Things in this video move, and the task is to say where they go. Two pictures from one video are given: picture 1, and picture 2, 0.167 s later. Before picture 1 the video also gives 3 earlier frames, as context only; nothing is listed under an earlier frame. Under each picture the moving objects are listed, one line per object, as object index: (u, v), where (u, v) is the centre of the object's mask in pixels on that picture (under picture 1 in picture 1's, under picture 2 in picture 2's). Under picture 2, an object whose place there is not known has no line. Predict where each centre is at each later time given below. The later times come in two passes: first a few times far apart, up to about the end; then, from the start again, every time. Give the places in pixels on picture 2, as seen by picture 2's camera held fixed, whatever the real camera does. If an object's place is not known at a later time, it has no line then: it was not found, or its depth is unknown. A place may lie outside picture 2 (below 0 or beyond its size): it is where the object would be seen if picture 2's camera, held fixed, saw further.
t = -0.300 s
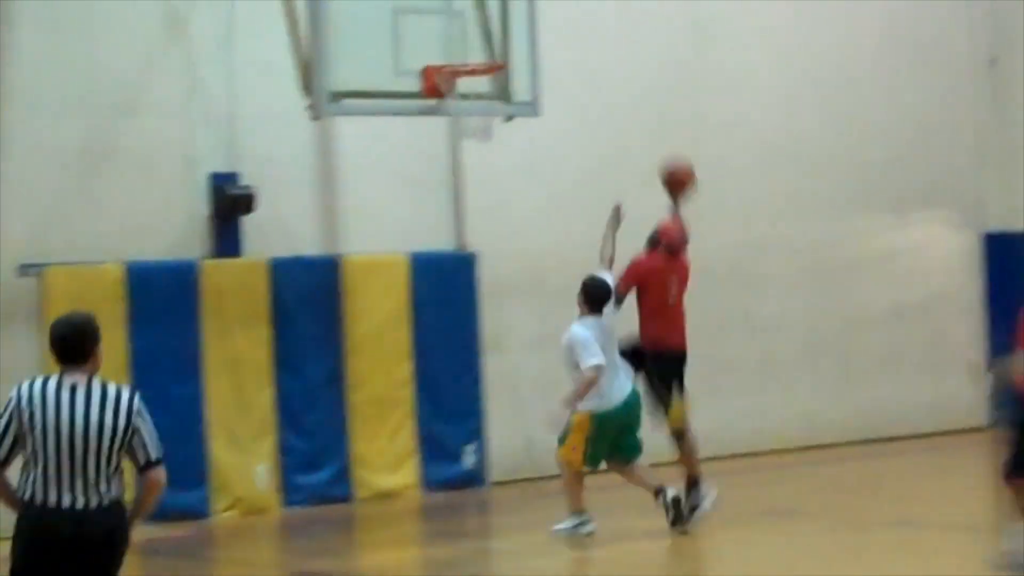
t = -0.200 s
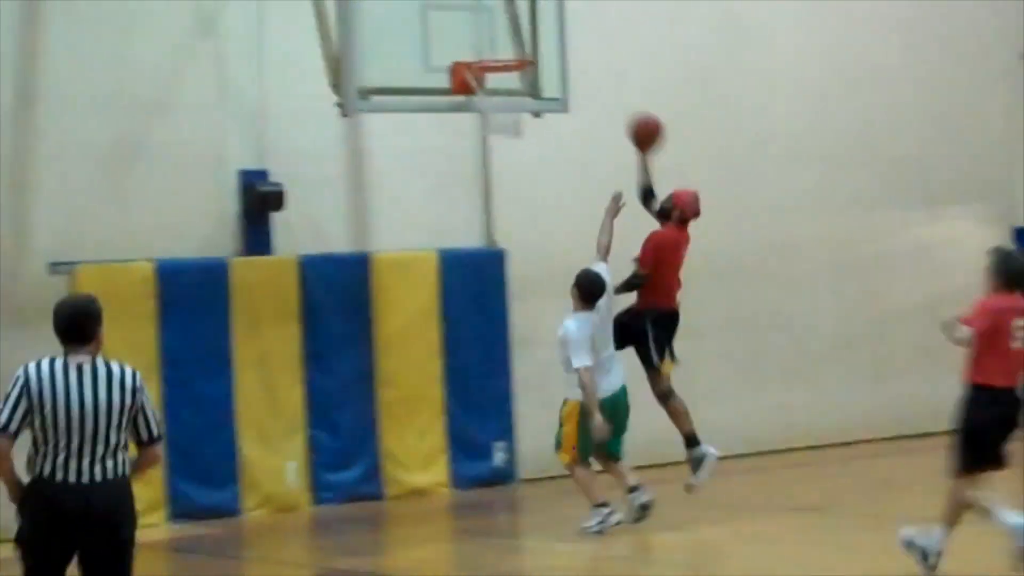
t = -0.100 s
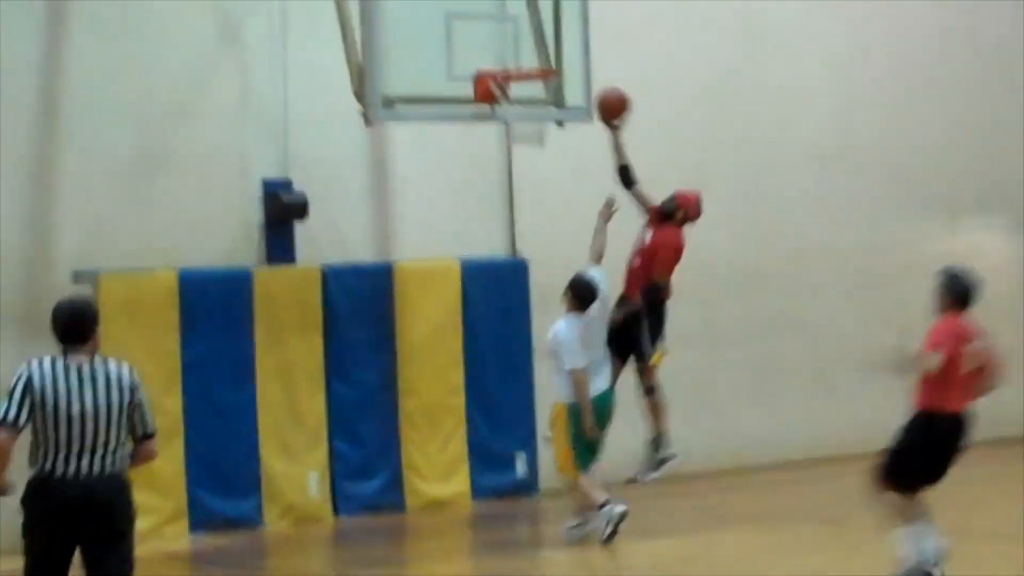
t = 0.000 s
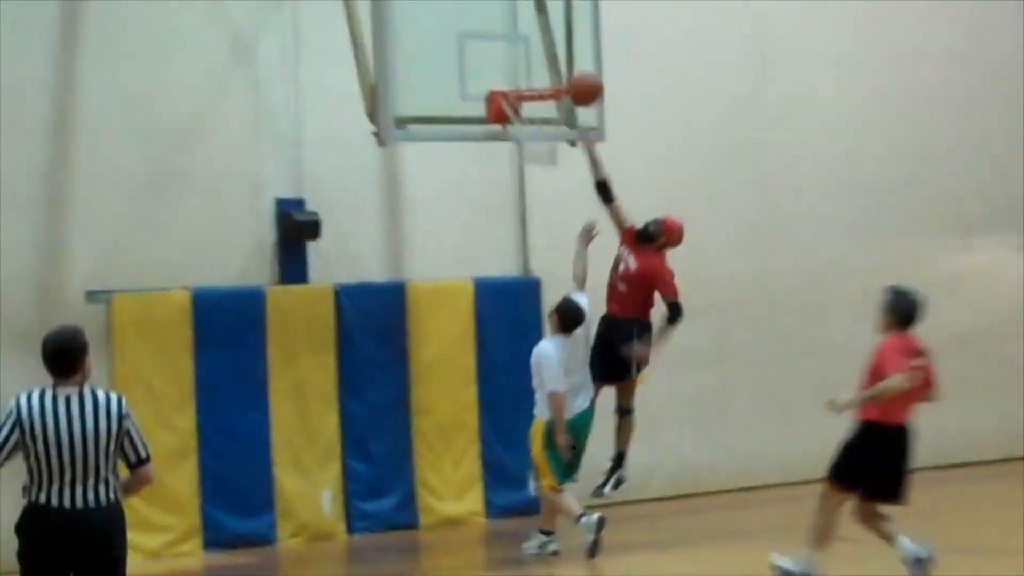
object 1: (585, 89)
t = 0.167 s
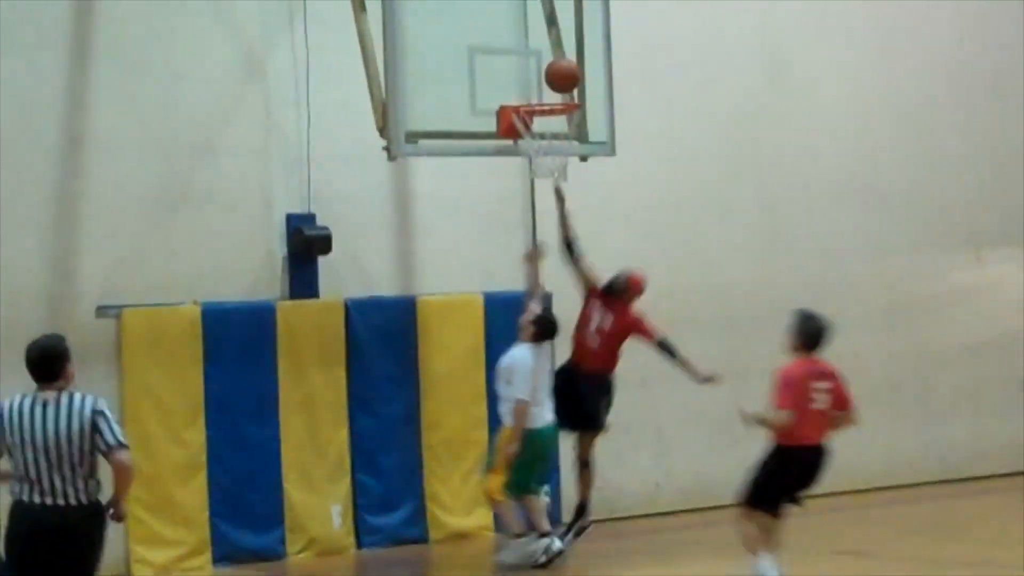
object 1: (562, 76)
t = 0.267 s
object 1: (562, 76)
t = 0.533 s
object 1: (548, 141)
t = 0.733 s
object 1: (528, 241)
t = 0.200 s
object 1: (562, 74)
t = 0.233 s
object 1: (562, 74)
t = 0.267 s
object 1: (562, 76)
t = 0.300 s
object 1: (562, 79)
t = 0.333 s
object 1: (562, 84)
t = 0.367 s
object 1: (562, 88)
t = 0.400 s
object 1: (562, 92)
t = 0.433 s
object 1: (560, 108)
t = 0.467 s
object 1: (556, 118)
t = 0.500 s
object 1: (551, 128)
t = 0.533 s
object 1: (548, 141)
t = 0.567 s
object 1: (544, 155)
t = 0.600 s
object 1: (540, 167)
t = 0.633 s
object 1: (537, 186)
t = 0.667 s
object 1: (534, 202)
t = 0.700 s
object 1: (531, 221)
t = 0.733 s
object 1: (528, 241)
